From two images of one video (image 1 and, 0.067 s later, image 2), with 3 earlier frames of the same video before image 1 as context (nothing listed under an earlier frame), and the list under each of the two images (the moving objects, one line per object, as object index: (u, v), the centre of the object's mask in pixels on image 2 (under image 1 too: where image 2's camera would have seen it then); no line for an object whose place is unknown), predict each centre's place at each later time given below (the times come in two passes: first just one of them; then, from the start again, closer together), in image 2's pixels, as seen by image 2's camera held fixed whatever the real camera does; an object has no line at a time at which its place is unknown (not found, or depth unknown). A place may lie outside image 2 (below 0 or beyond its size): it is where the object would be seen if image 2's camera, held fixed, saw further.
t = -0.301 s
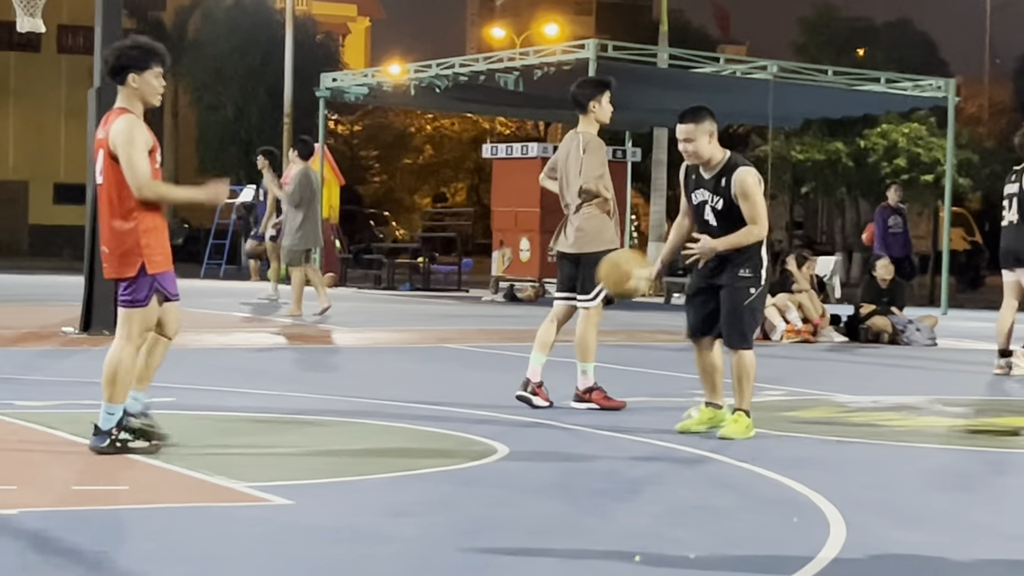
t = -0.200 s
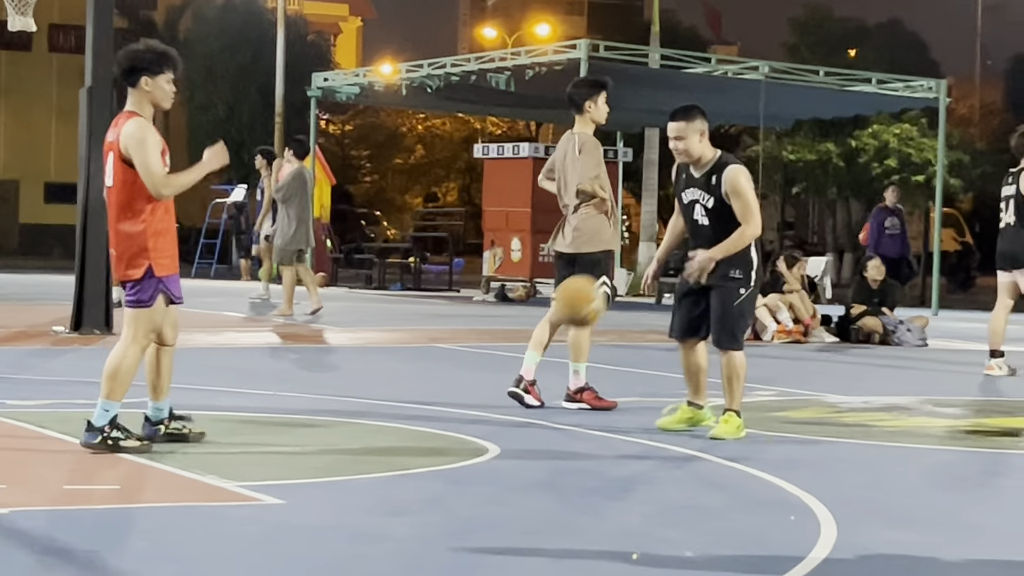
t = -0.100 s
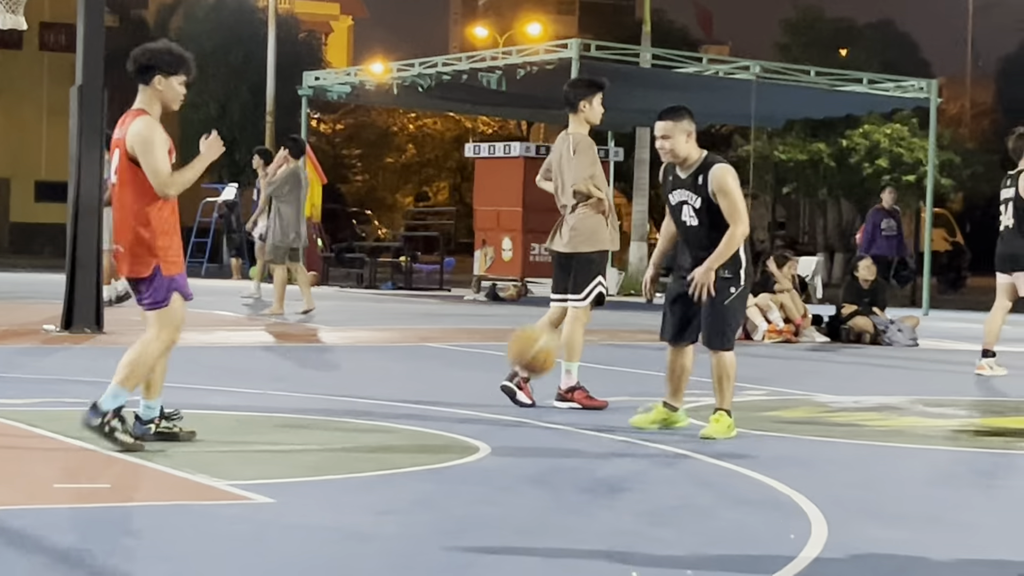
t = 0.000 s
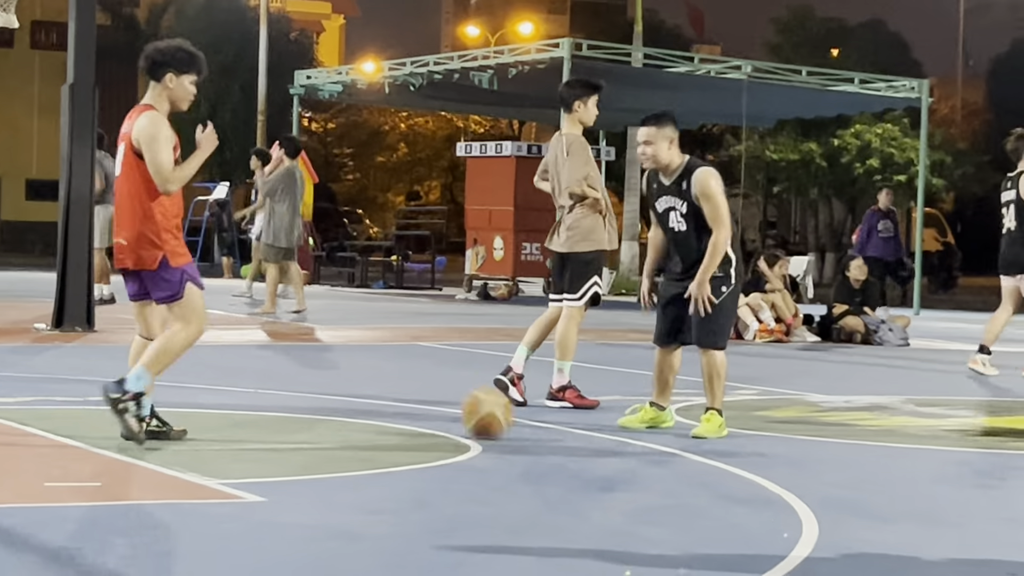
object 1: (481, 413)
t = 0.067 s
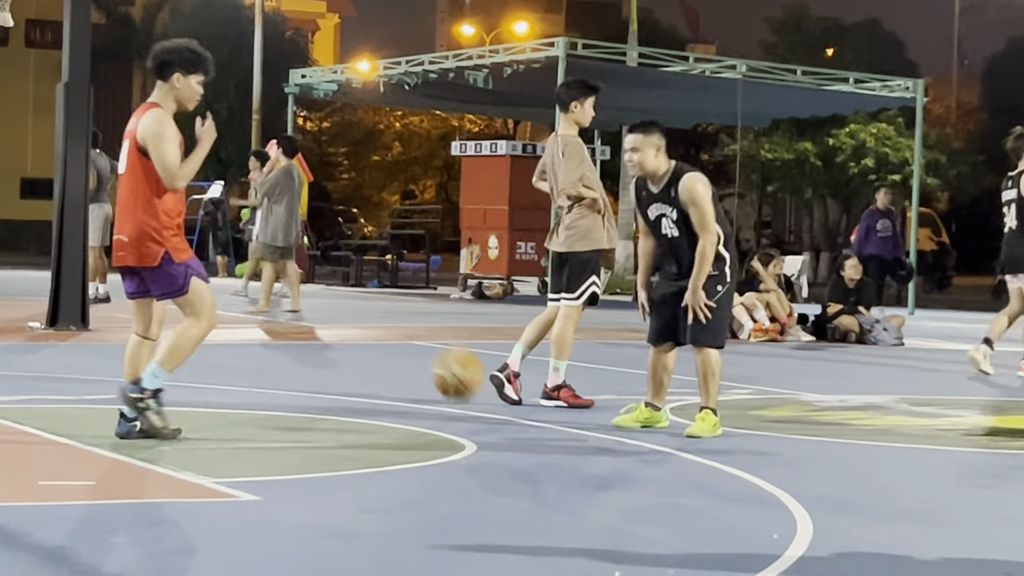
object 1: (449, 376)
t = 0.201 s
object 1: (400, 322)
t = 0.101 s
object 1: (435, 357)
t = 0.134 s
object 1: (424, 342)
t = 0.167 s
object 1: (411, 333)
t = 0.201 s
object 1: (400, 322)
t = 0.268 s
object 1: (376, 311)
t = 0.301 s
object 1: (369, 306)
